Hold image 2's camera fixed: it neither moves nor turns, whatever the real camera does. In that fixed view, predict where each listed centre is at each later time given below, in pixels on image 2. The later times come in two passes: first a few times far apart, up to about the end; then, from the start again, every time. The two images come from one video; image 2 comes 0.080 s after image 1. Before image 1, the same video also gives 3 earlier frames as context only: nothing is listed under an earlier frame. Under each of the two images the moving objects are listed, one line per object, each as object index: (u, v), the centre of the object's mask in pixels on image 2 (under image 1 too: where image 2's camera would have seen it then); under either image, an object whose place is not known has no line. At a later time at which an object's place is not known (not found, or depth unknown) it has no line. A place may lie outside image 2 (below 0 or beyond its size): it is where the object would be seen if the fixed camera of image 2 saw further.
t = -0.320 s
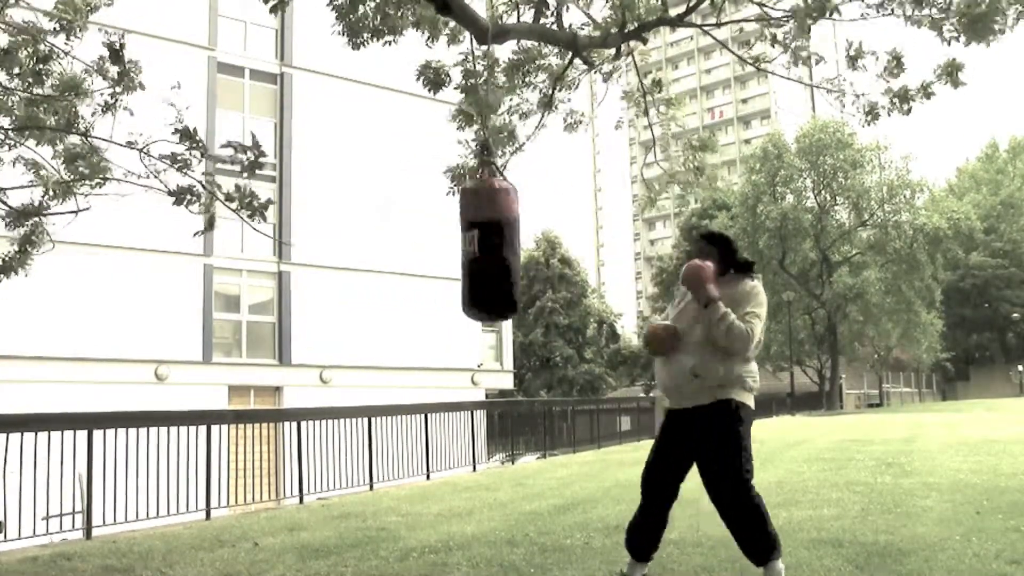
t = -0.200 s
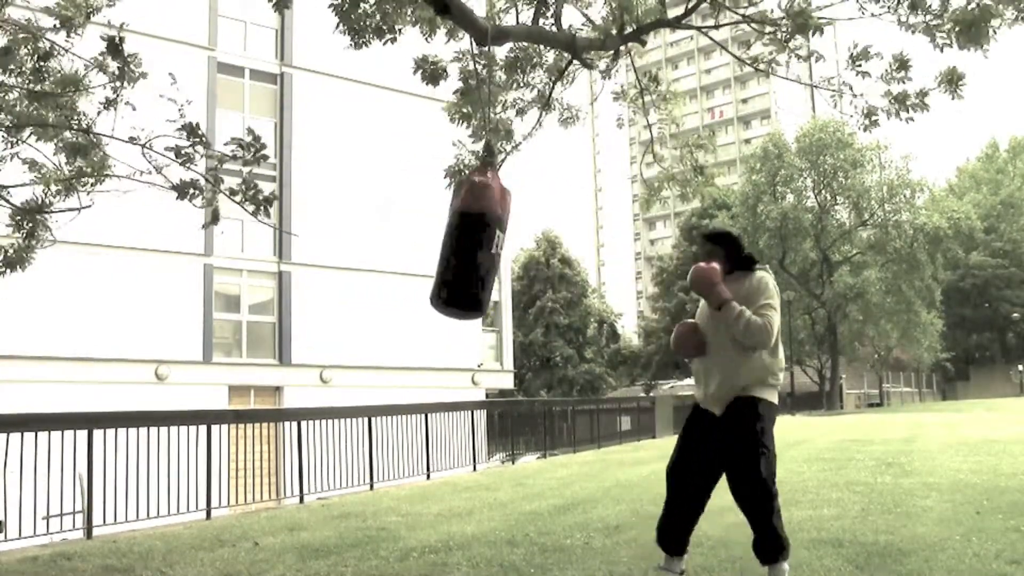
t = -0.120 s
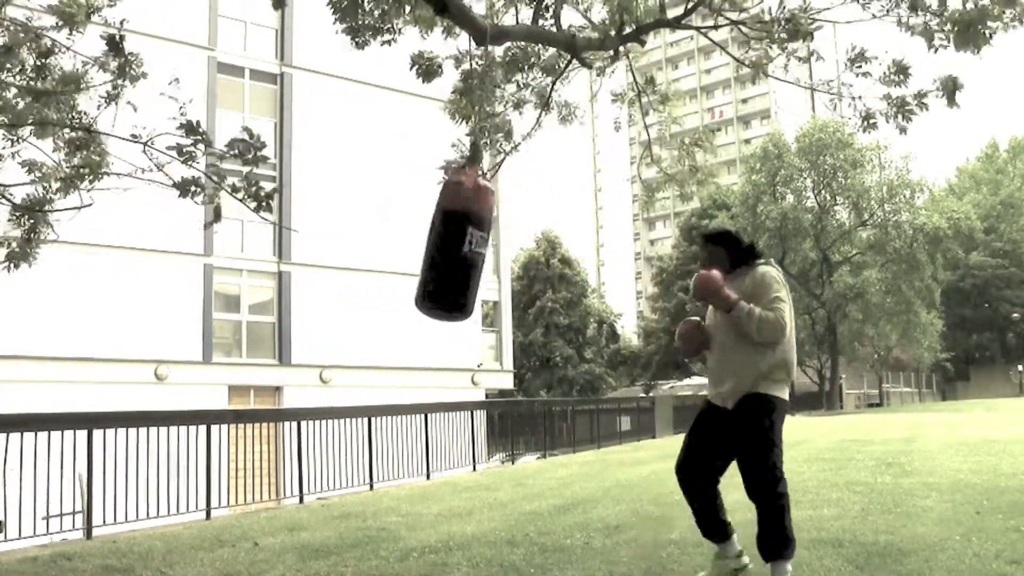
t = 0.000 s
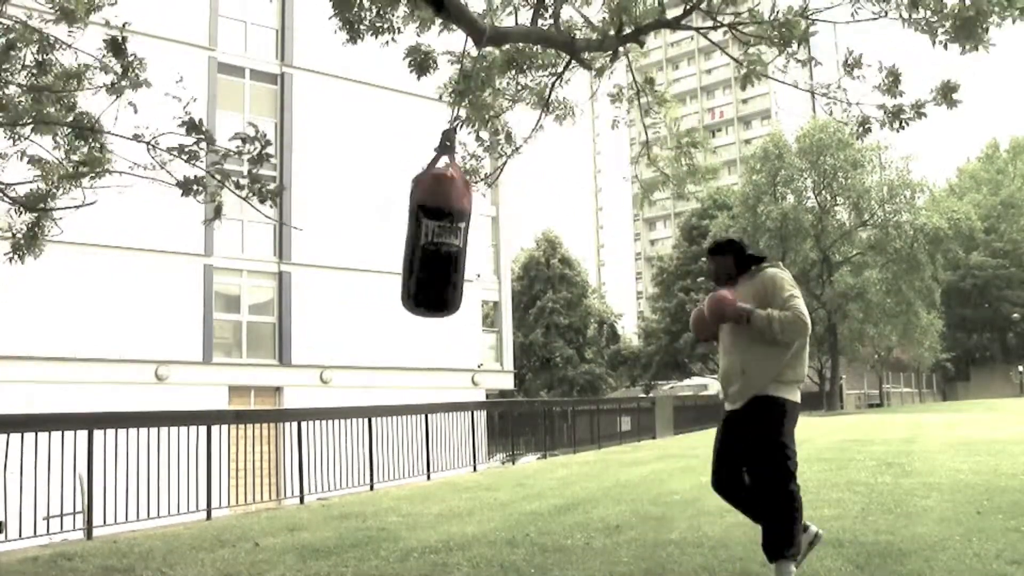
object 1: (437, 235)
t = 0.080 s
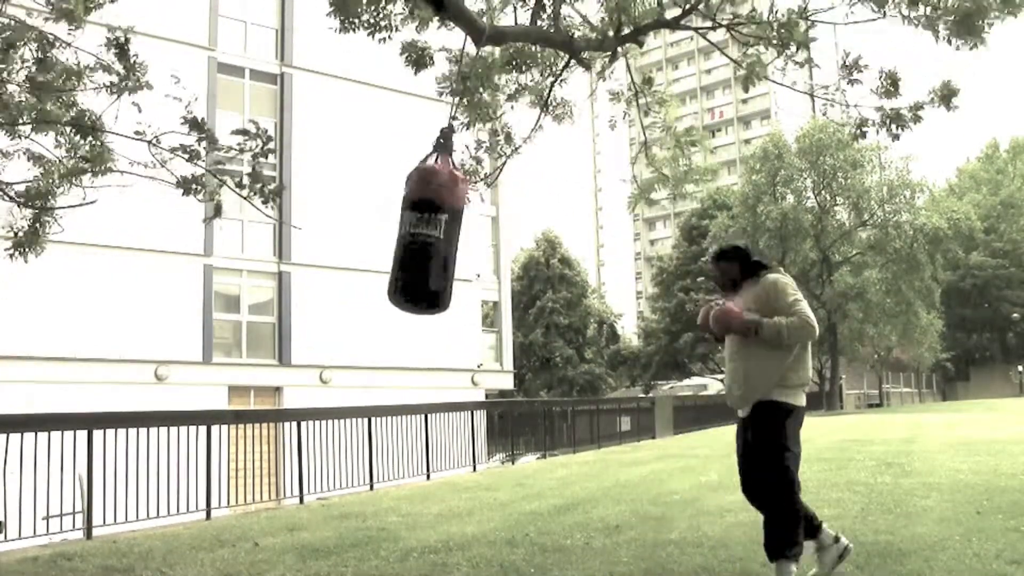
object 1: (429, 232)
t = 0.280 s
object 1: (422, 225)
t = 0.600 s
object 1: (446, 223)
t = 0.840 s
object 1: (483, 228)
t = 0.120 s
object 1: (427, 231)
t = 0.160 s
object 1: (425, 230)
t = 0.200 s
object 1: (424, 228)
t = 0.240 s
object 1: (423, 227)
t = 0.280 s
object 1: (422, 225)
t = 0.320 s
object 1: (422, 223)
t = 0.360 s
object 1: (422, 221)
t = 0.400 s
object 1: (424, 220)
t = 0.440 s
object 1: (427, 219)
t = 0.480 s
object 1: (430, 219)
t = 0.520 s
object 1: (435, 220)
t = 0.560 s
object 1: (440, 222)
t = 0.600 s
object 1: (446, 223)
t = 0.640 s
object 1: (451, 225)
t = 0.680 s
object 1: (457, 226)
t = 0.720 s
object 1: (464, 227)
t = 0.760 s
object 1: (470, 228)
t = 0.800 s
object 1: (477, 229)
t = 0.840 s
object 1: (483, 228)
